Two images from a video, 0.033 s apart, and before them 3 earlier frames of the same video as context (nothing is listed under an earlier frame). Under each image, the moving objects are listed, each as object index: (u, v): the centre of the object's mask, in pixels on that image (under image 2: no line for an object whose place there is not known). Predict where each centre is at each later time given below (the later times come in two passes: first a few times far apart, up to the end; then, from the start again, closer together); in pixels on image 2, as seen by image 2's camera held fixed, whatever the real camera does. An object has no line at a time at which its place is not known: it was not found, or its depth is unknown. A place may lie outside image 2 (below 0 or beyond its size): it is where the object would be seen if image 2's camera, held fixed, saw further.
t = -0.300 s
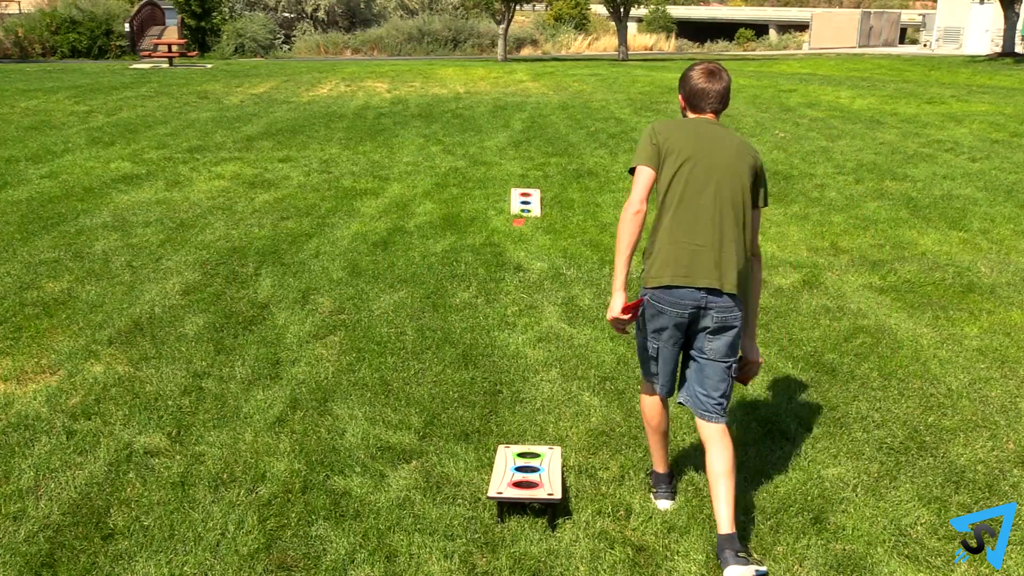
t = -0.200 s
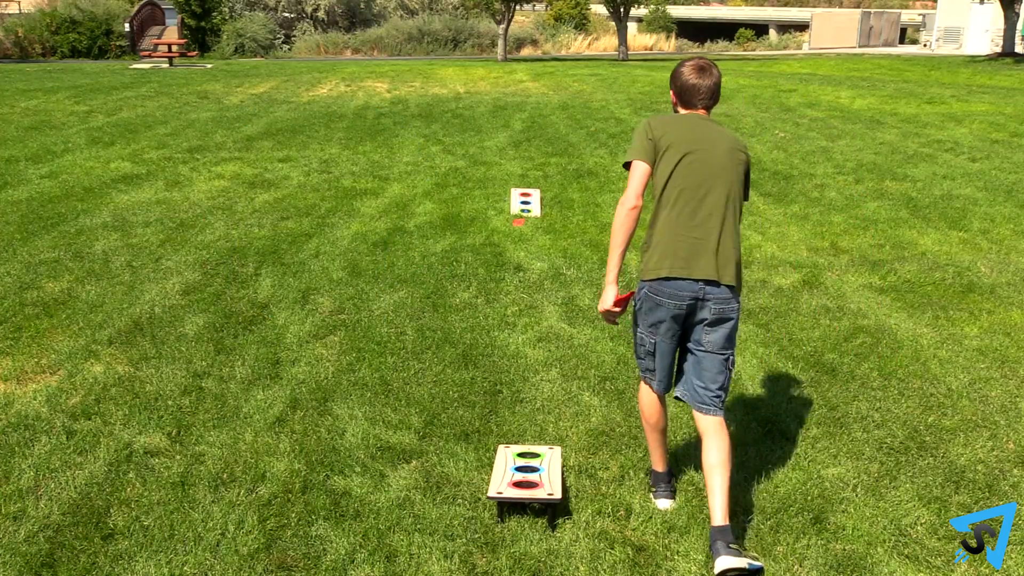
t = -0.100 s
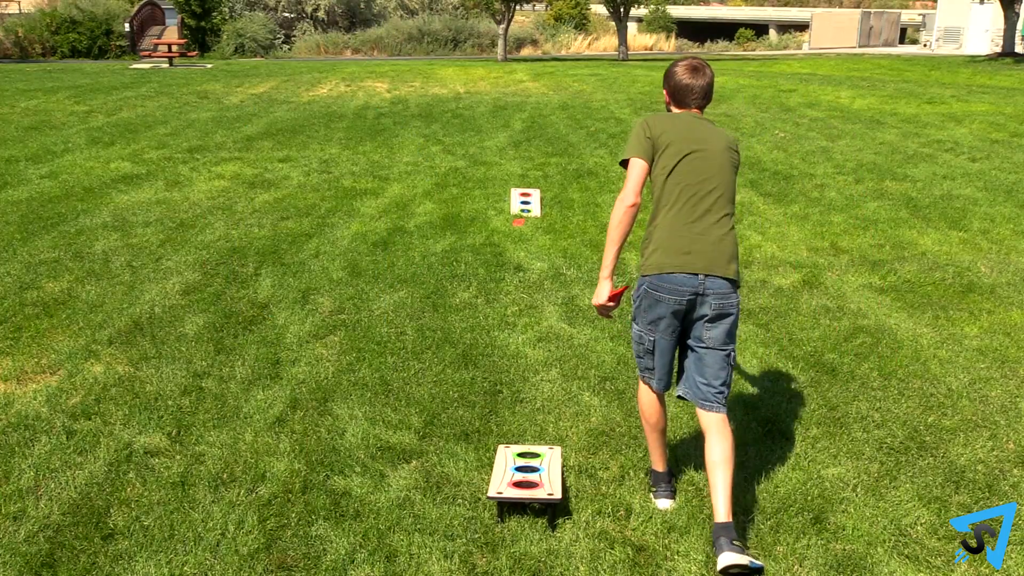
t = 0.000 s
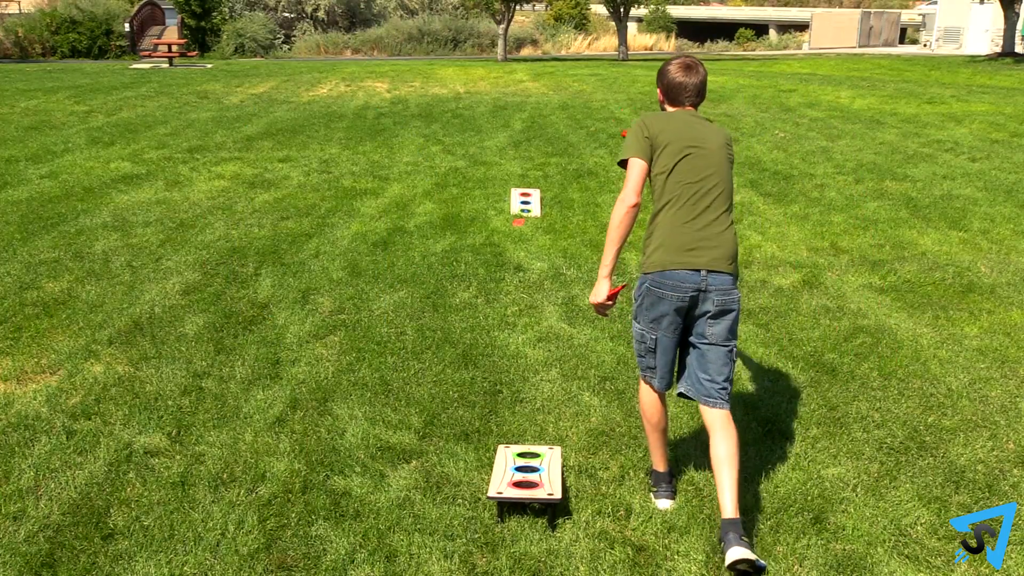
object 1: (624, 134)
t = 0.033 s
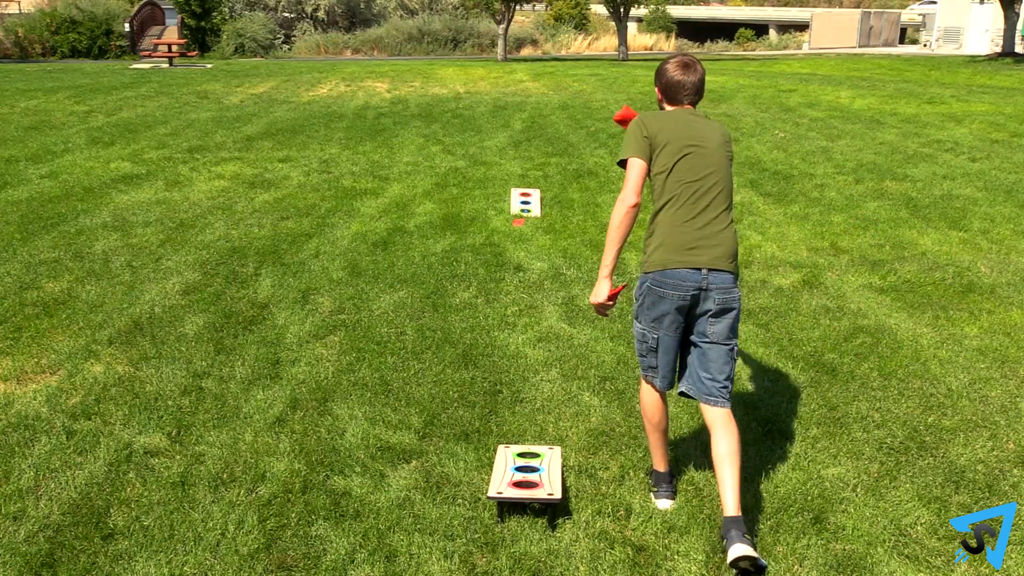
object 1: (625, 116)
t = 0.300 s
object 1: (571, 74)
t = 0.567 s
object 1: (529, 137)
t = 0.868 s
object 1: (506, 199)
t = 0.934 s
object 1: (507, 199)
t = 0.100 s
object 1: (611, 93)
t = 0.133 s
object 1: (604, 84)
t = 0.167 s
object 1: (597, 78)
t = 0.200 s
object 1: (590, 75)
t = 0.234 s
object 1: (584, 73)
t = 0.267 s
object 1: (577, 72)
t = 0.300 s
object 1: (571, 74)
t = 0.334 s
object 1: (565, 77)
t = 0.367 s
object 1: (560, 82)
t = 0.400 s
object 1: (554, 88)
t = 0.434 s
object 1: (549, 96)
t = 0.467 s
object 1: (543, 104)
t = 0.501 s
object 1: (538, 114)
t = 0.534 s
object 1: (534, 125)
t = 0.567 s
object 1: (529, 137)
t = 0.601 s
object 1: (525, 149)
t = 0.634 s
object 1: (520, 163)
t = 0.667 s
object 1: (516, 177)
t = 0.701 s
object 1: (510, 192)
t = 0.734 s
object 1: (507, 205)
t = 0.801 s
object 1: (506, 205)
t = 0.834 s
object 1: (506, 202)
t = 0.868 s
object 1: (506, 199)
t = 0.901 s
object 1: (507, 198)
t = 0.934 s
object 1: (507, 199)
